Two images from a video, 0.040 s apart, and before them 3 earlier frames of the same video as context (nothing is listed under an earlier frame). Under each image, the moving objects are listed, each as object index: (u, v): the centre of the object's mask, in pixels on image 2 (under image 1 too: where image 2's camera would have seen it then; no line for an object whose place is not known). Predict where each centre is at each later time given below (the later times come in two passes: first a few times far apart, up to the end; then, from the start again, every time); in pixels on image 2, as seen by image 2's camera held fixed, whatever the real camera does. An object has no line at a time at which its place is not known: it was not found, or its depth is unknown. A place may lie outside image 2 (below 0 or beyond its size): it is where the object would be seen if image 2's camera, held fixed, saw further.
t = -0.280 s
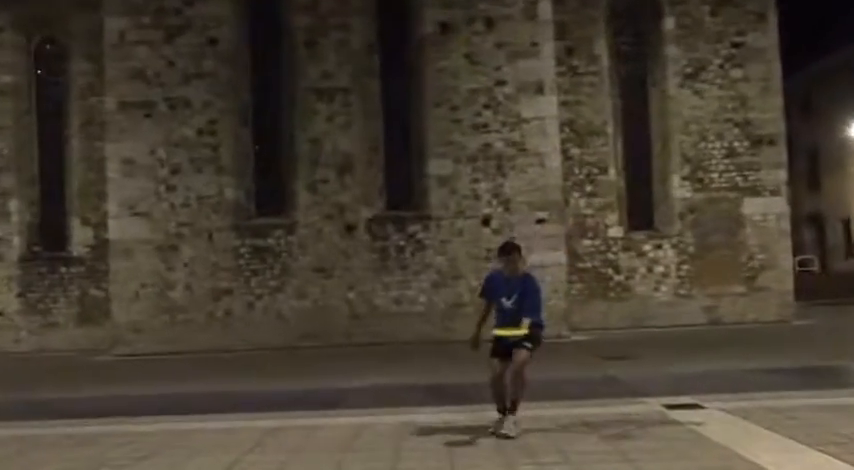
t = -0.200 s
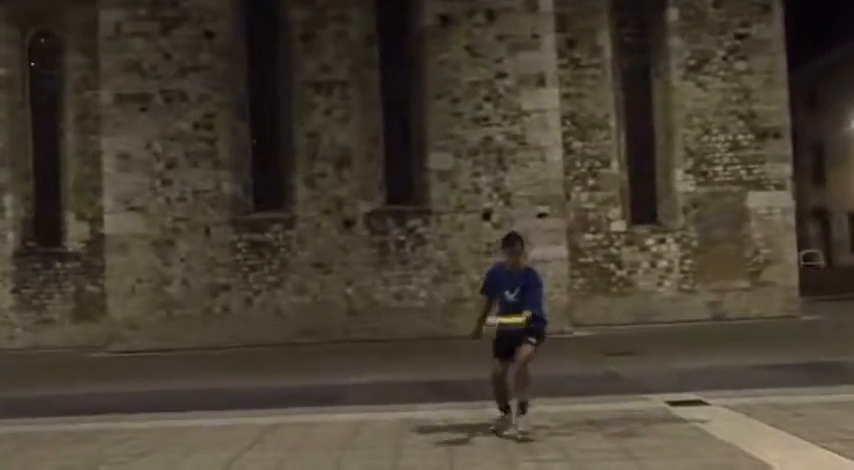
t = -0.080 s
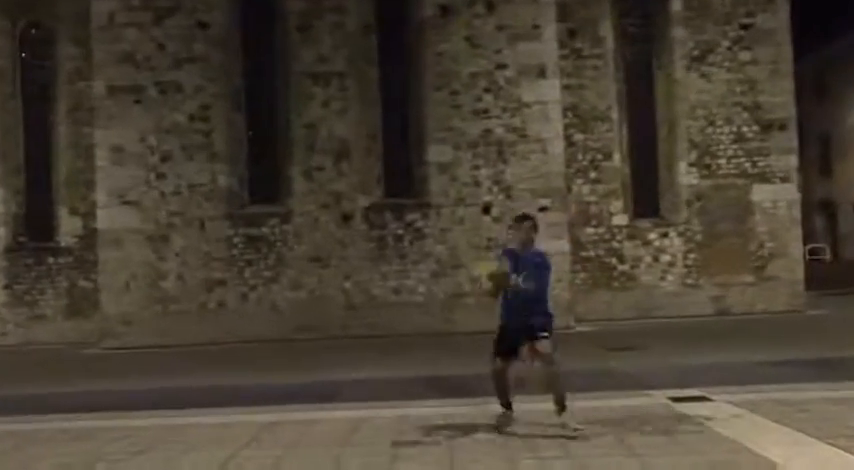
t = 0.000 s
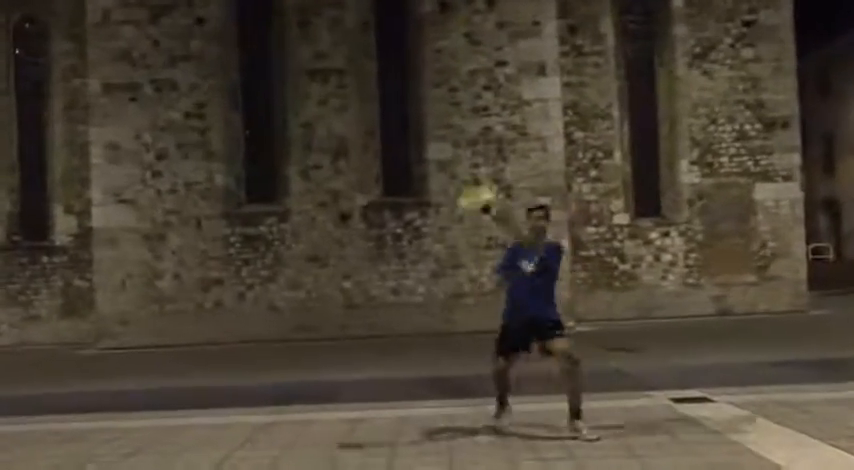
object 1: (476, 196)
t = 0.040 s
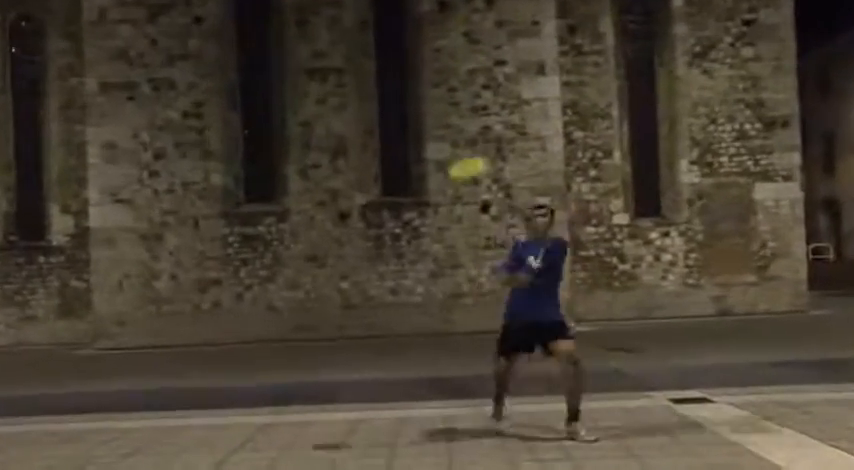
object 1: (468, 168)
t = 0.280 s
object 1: (432, 50)
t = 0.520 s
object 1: (402, 23)
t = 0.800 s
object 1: (369, 87)
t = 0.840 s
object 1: (364, 103)
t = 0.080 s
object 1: (461, 141)
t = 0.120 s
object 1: (454, 116)
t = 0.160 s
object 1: (448, 95)
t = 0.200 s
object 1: (443, 78)
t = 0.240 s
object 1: (437, 63)
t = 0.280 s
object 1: (432, 50)
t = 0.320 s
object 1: (427, 40)
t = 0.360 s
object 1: (421, 32)
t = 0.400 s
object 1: (417, 27)
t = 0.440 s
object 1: (412, 23)
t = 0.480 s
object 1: (407, 22)
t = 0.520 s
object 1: (402, 23)
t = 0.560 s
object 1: (398, 26)
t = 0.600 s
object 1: (393, 31)
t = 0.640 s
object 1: (389, 38)
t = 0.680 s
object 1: (384, 48)
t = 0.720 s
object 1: (378, 59)
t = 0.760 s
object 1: (374, 72)
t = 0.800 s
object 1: (369, 87)
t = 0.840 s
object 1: (364, 103)
